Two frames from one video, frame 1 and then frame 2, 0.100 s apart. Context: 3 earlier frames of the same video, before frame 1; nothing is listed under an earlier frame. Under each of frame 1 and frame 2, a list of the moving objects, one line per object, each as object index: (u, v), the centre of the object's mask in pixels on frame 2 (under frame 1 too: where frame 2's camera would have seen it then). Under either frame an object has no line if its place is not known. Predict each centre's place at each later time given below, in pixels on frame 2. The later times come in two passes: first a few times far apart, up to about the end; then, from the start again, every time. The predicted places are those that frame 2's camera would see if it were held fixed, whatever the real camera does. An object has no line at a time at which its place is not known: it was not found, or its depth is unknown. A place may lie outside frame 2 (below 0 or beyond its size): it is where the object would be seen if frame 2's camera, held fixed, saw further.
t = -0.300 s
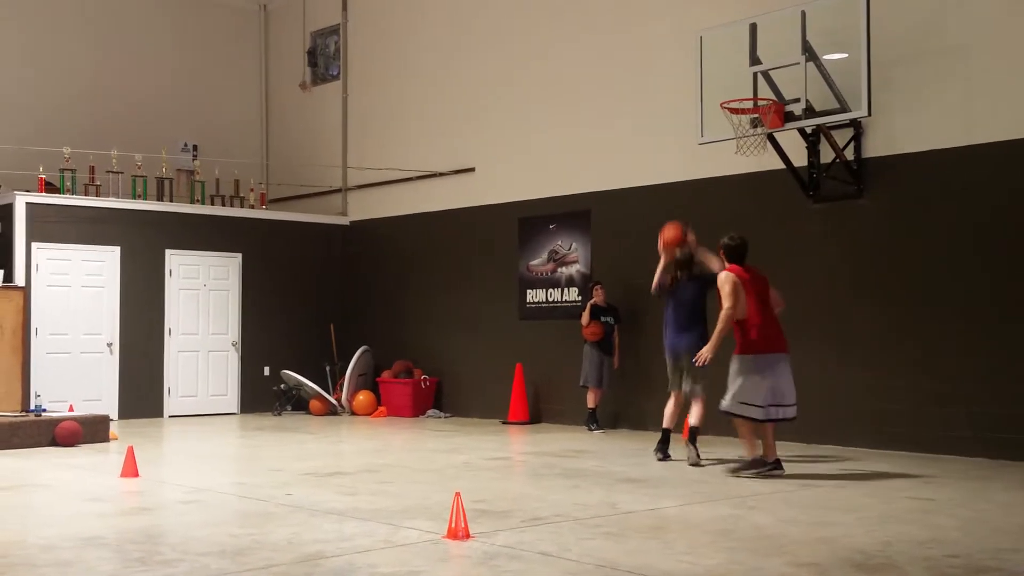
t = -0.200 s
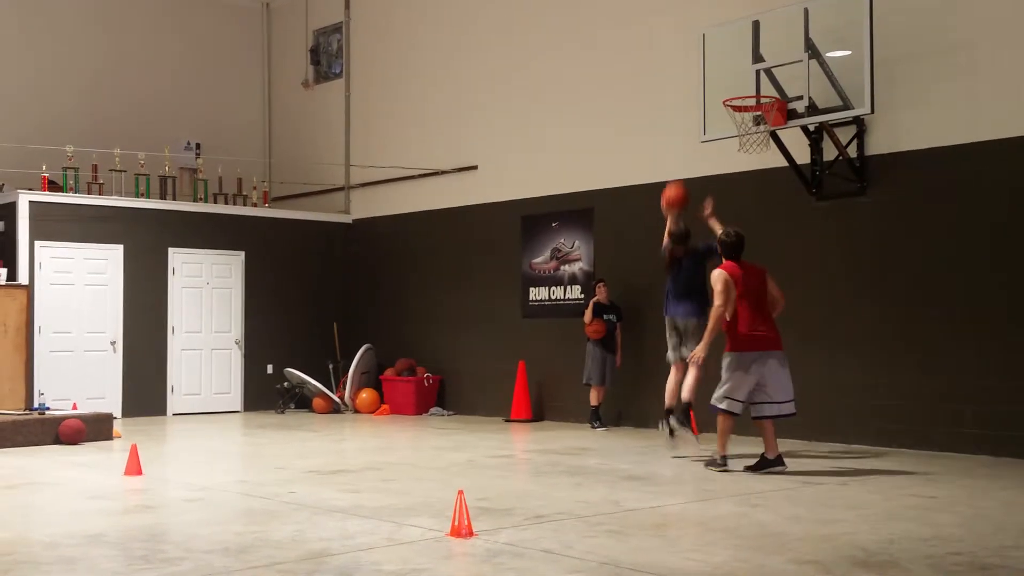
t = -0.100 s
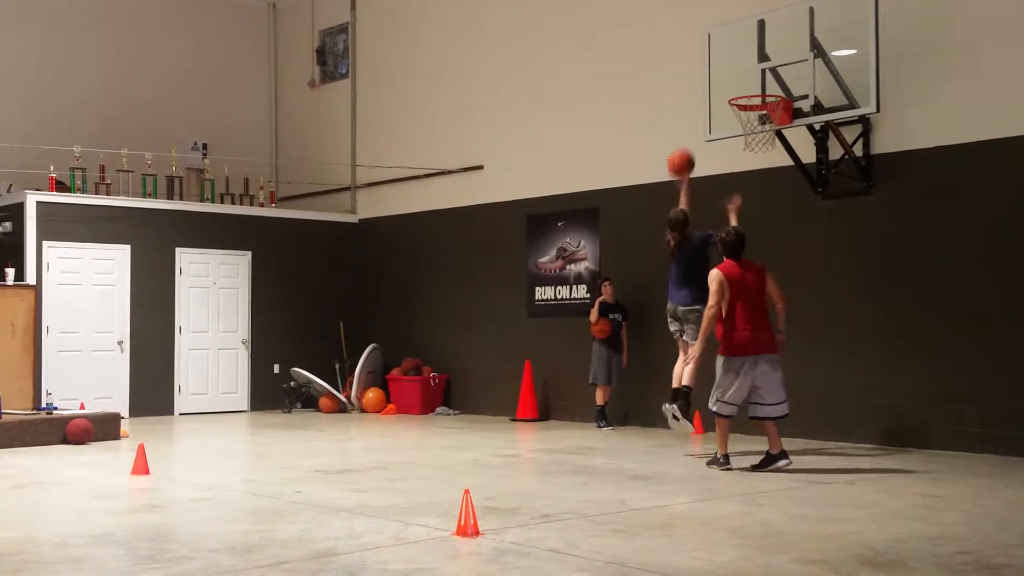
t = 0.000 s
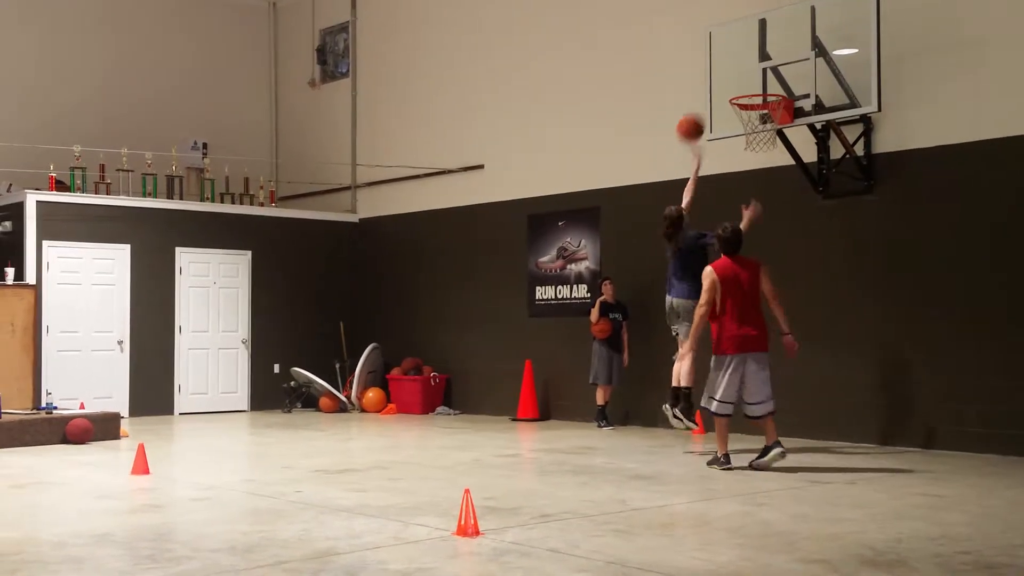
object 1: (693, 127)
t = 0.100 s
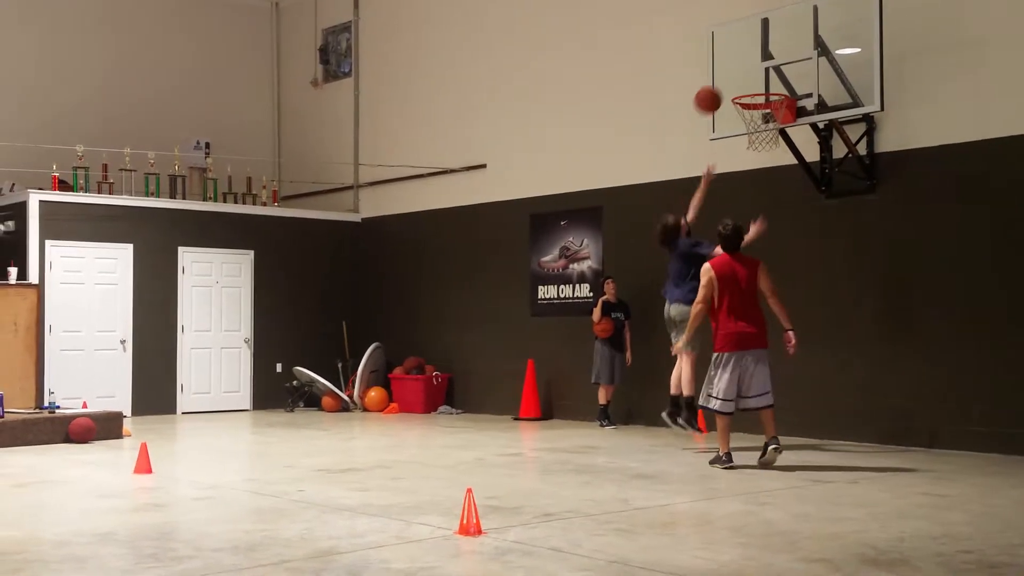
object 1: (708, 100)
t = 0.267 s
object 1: (732, 80)
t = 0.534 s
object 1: (772, 113)
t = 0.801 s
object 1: (785, 192)
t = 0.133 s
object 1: (712, 93)
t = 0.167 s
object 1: (717, 88)
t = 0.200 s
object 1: (722, 84)
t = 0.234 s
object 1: (727, 81)
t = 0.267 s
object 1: (732, 80)
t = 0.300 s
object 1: (737, 80)
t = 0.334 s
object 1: (742, 81)
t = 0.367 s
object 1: (746, 83)
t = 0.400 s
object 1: (752, 86)
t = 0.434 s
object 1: (756, 90)
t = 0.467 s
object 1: (761, 96)
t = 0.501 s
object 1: (765, 104)
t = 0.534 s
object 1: (772, 113)
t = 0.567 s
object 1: (774, 124)
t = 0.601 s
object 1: (778, 131)
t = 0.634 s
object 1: (779, 137)
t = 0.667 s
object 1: (780, 145)
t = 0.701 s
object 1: (782, 155)
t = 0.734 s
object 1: (782, 166)
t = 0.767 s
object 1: (783, 179)
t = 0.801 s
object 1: (785, 192)
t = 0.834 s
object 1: (787, 207)
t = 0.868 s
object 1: (788, 219)
